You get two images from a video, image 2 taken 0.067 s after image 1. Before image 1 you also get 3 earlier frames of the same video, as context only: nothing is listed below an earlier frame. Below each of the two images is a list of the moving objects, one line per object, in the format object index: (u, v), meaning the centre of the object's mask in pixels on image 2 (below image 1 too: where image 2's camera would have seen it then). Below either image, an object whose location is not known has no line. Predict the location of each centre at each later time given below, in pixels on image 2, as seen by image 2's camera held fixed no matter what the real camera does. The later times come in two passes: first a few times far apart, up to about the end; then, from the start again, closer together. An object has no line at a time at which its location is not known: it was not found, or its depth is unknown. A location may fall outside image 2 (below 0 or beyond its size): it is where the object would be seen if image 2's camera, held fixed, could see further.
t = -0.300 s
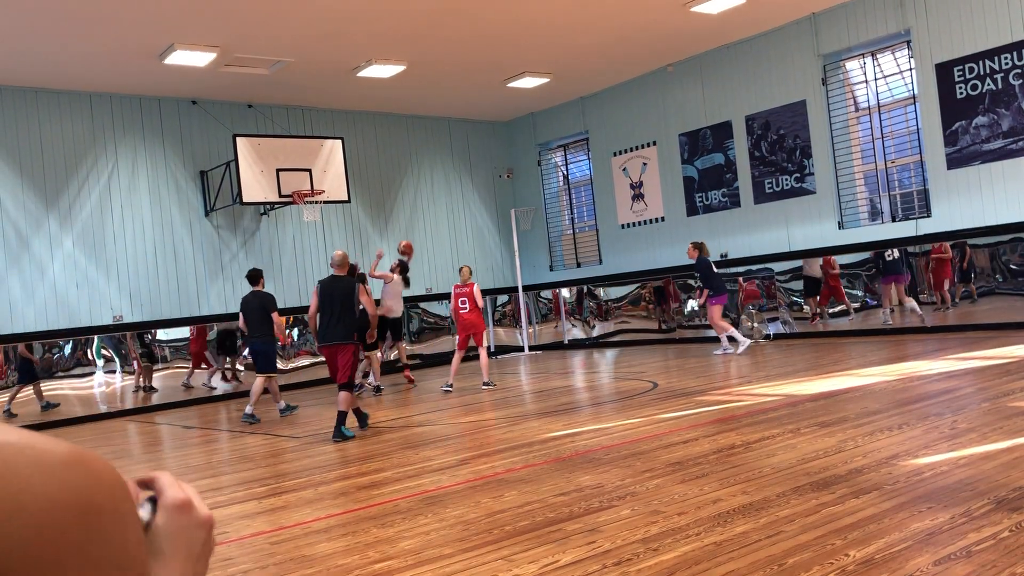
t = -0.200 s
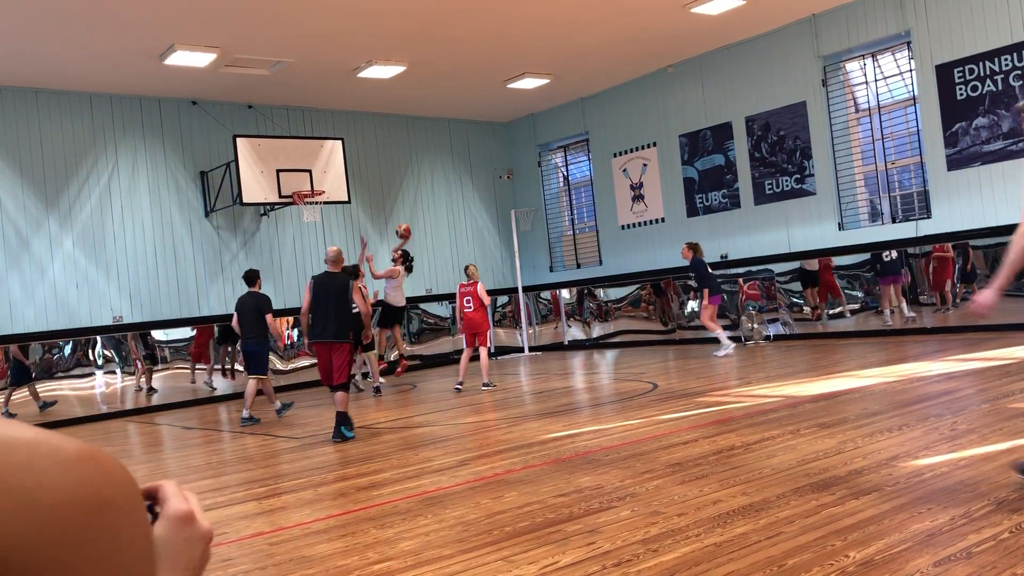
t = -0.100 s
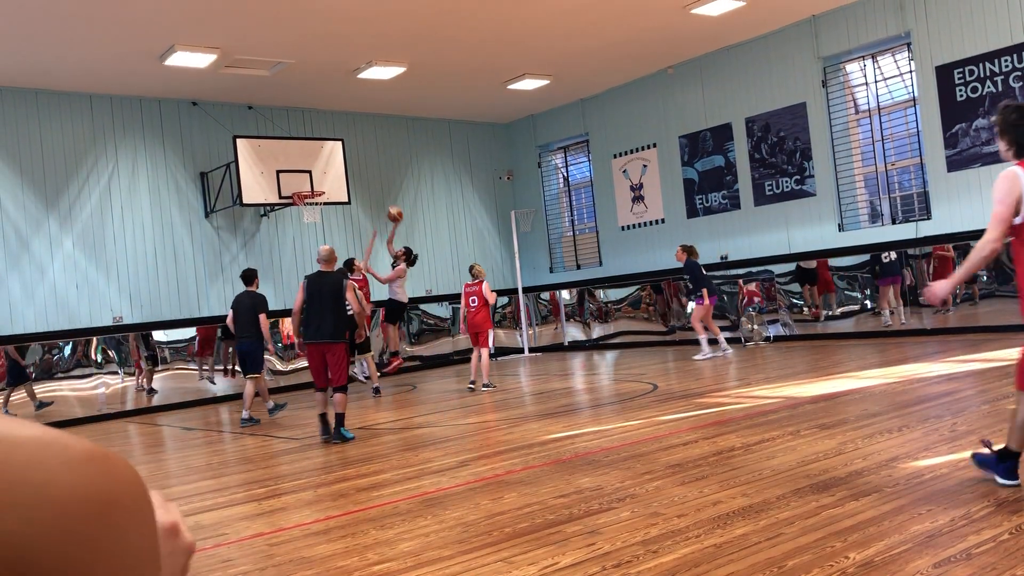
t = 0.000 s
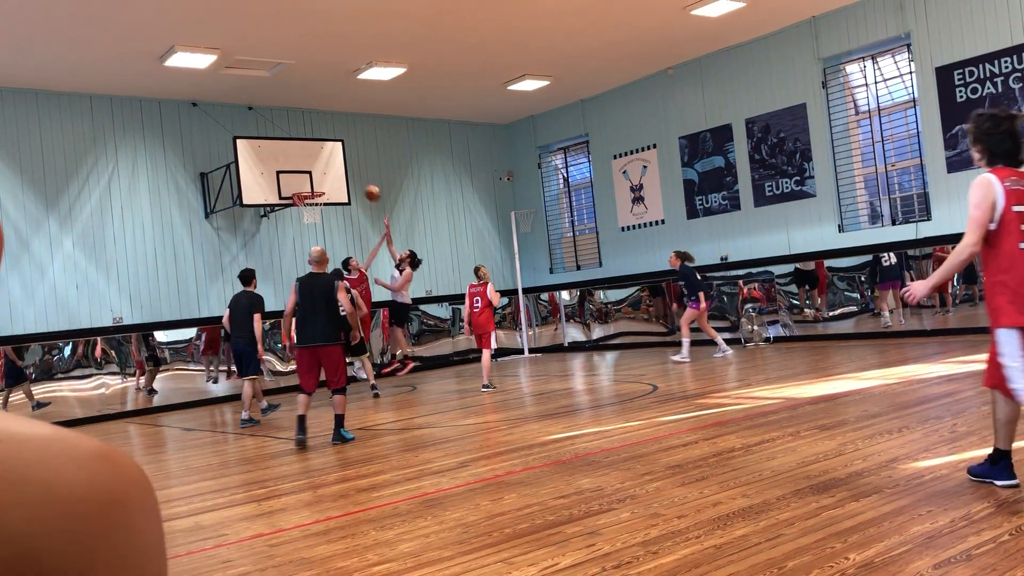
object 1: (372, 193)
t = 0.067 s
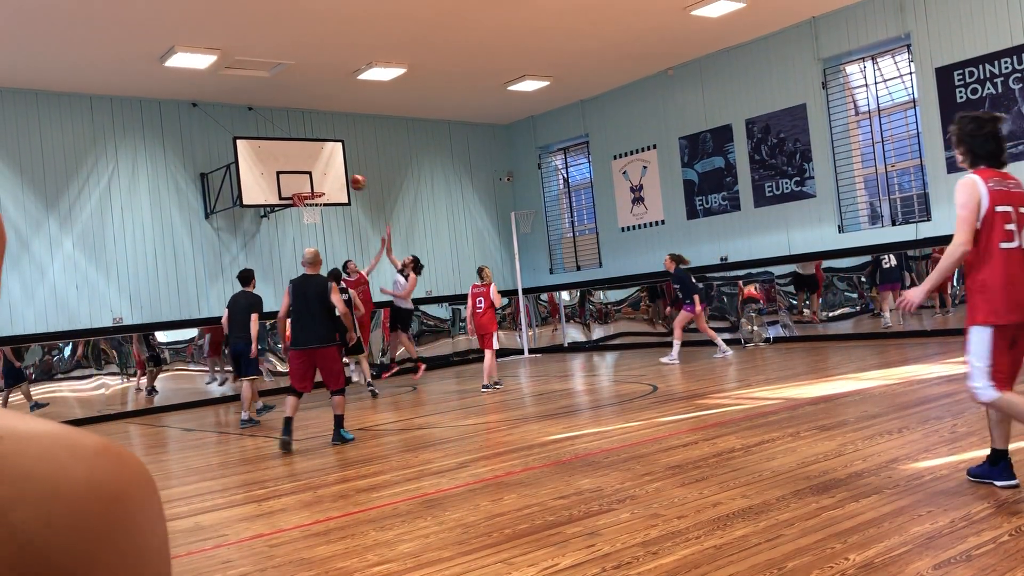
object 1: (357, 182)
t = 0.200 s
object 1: (335, 170)
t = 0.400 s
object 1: (324, 177)
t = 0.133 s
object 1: (343, 174)
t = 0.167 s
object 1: (337, 171)
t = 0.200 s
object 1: (335, 170)
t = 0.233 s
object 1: (333, 169)
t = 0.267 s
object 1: (331, 170)
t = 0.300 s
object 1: (329, 170)
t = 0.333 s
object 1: (328, 172)
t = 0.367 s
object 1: (326, 174)
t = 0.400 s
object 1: (324, 177)
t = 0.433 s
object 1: (323, 181)
